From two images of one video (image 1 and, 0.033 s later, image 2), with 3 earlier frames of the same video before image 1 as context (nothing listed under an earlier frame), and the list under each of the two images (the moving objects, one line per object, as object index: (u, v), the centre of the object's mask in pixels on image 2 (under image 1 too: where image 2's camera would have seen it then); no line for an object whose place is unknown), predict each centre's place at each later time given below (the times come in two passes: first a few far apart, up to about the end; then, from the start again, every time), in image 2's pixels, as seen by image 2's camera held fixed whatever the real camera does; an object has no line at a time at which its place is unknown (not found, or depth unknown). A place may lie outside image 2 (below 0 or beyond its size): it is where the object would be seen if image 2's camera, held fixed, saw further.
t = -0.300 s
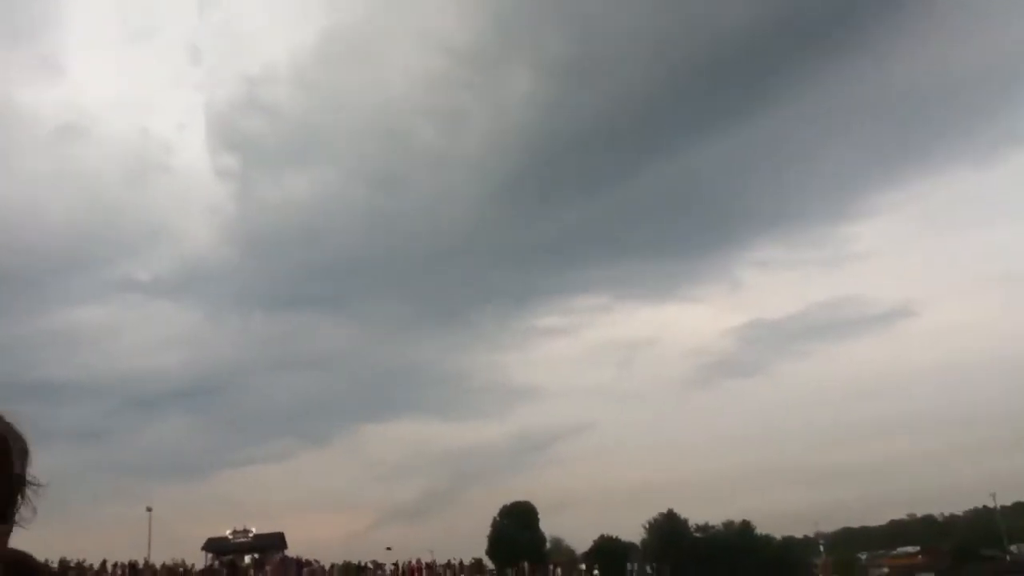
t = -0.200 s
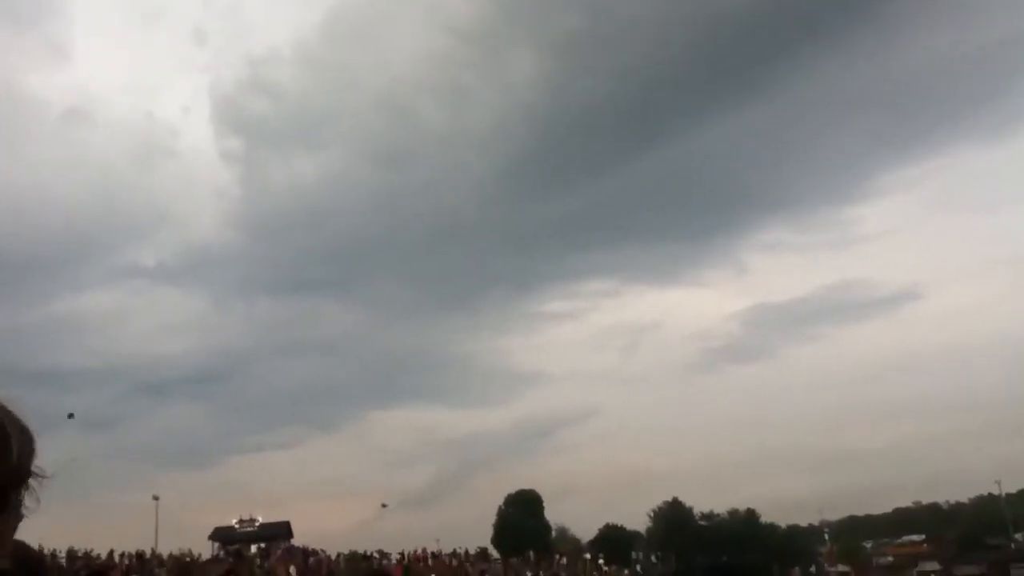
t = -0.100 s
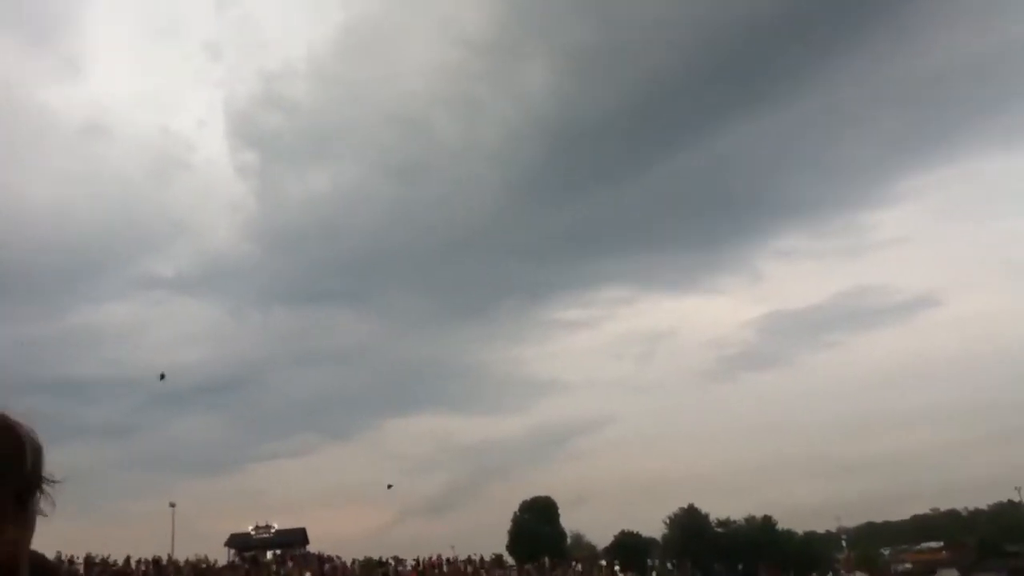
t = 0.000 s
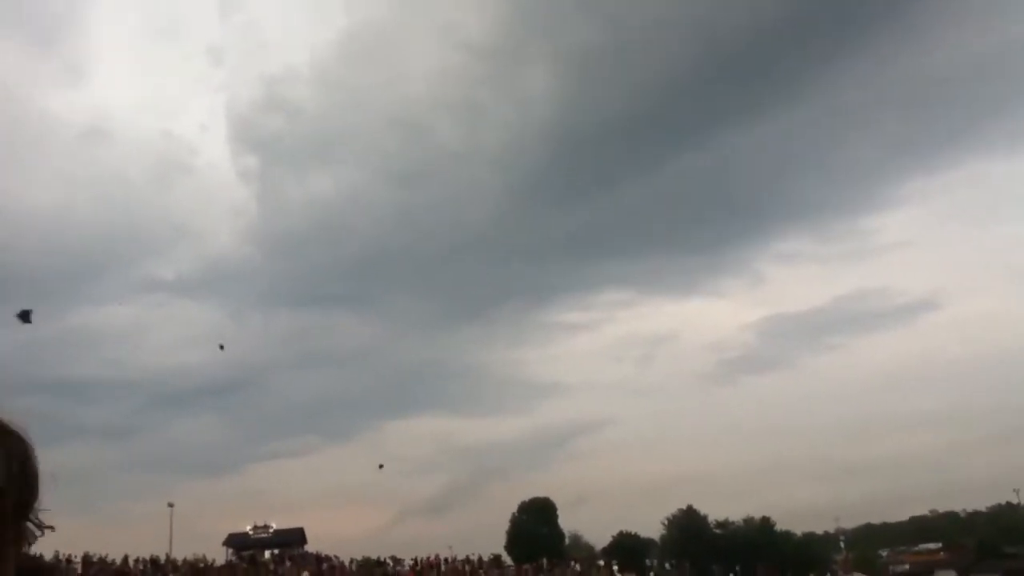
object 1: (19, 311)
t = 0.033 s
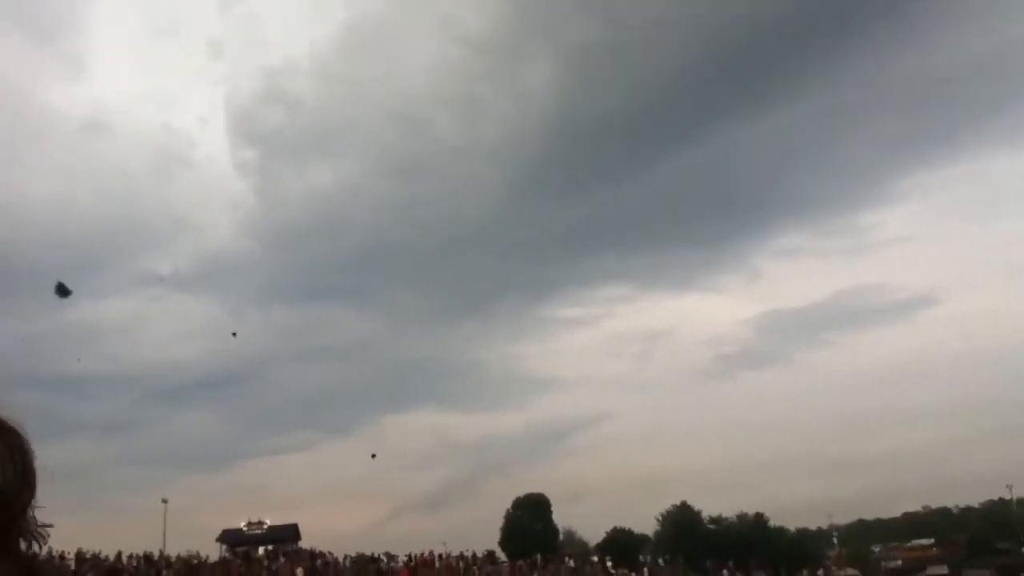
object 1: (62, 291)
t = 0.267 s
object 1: (358, 175)
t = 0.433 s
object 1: (587, 118)
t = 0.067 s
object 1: (104, 271)
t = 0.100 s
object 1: (145, 252)
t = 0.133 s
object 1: (184, 235)
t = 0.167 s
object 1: (224, 219)
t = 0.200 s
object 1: (267, 203)
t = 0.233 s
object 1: (314, 188)
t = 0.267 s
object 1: (358, 175)
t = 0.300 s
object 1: (403, 159)
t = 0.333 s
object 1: (448, 148)
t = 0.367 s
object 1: (494, 138)
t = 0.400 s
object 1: (542, 127)
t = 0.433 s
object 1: (587, 118)
